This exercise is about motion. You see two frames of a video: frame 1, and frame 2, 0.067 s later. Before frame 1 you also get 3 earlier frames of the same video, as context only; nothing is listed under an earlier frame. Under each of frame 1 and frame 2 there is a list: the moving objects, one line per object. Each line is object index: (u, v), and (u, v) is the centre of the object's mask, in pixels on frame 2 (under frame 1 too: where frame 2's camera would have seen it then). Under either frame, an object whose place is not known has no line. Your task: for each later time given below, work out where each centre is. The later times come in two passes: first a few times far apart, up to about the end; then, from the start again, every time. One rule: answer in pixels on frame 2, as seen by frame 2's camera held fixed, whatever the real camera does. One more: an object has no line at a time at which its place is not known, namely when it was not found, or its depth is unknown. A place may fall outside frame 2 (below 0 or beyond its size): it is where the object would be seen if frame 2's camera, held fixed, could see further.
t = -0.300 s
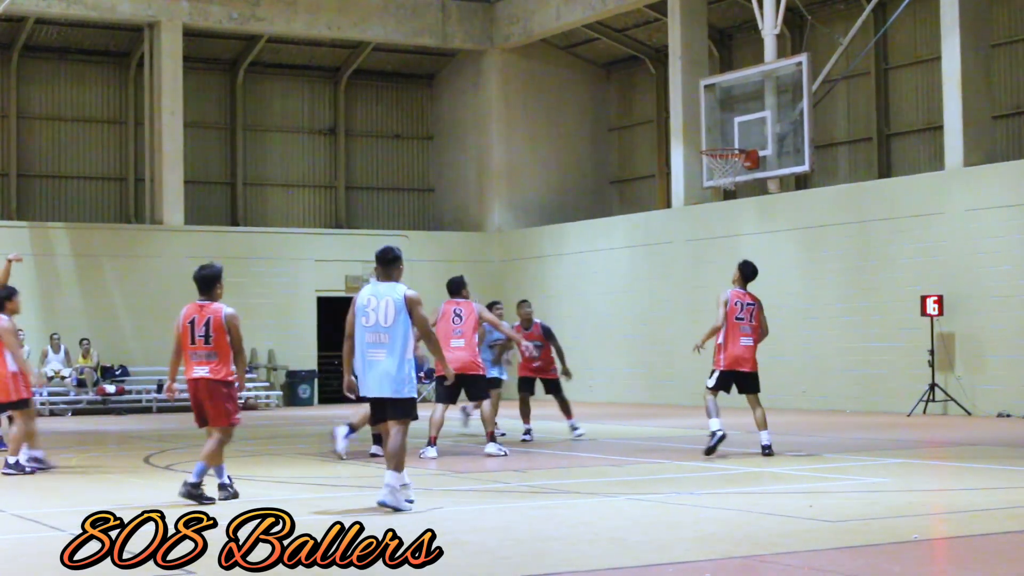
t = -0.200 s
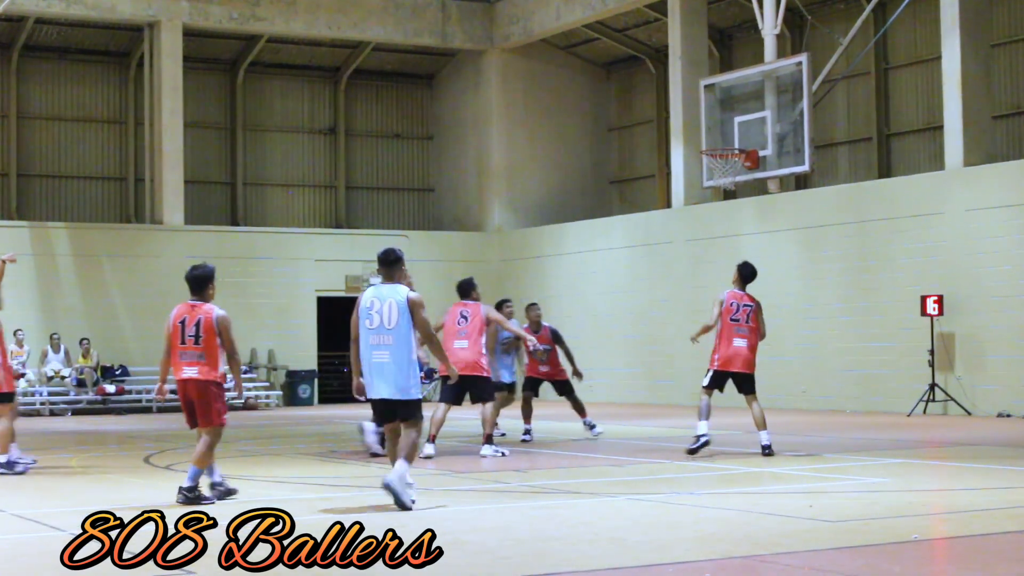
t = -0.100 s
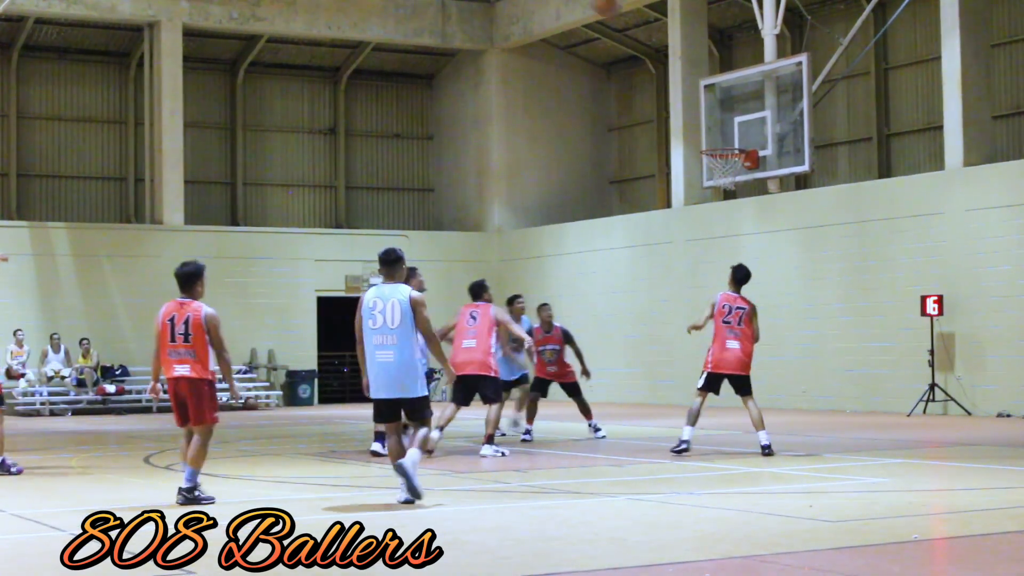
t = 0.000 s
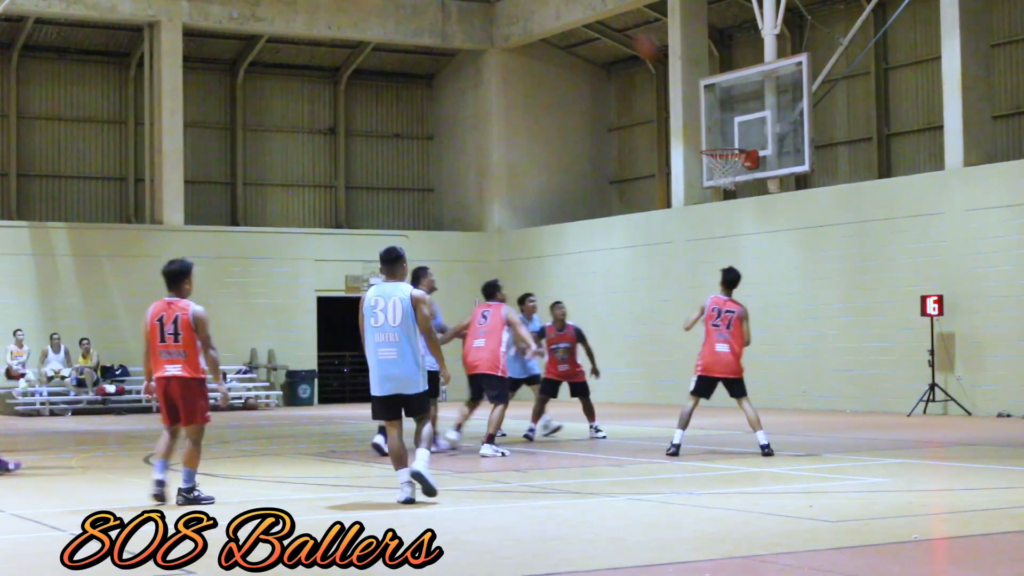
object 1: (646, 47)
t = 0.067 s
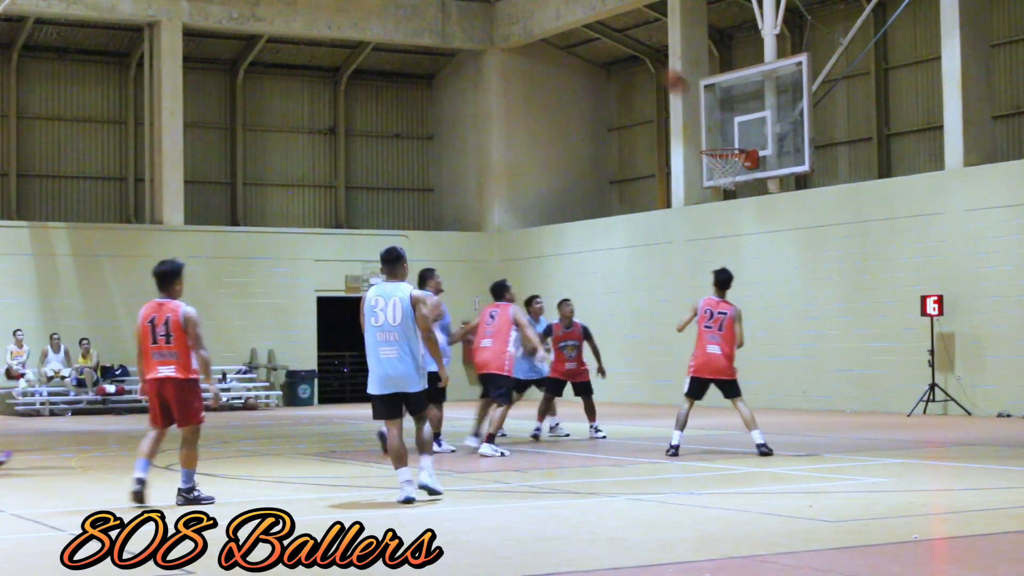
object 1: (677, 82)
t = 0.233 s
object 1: (733, 143)
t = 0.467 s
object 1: (714, 99)
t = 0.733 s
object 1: (690, 97)
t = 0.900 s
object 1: (676, 128)
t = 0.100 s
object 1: (689, 100)
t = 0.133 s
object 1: (703, 119)
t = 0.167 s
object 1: (716, 139)
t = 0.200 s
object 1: (724, 143)
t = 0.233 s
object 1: (733, 143)
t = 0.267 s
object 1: (734, 140)
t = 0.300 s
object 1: (730, 132)
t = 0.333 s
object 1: (726, 123)
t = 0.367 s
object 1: (724, 115)
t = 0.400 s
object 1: (721, 109)
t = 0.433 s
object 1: (717, 103)
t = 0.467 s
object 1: (714, 99)
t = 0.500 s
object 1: (710, 95)
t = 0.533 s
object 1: (708, 92)
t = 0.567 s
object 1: (705, 90)
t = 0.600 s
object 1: (702, 90)
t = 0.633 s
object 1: (699, 90)
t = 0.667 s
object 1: (695, 92)
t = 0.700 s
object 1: (693, 94)
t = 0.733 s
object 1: (690, 97)
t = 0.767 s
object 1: (687, 101)
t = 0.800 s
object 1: (685, 106)
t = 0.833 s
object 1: (682, 112)
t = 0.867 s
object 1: (679, 119)
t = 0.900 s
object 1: (676, 128)
